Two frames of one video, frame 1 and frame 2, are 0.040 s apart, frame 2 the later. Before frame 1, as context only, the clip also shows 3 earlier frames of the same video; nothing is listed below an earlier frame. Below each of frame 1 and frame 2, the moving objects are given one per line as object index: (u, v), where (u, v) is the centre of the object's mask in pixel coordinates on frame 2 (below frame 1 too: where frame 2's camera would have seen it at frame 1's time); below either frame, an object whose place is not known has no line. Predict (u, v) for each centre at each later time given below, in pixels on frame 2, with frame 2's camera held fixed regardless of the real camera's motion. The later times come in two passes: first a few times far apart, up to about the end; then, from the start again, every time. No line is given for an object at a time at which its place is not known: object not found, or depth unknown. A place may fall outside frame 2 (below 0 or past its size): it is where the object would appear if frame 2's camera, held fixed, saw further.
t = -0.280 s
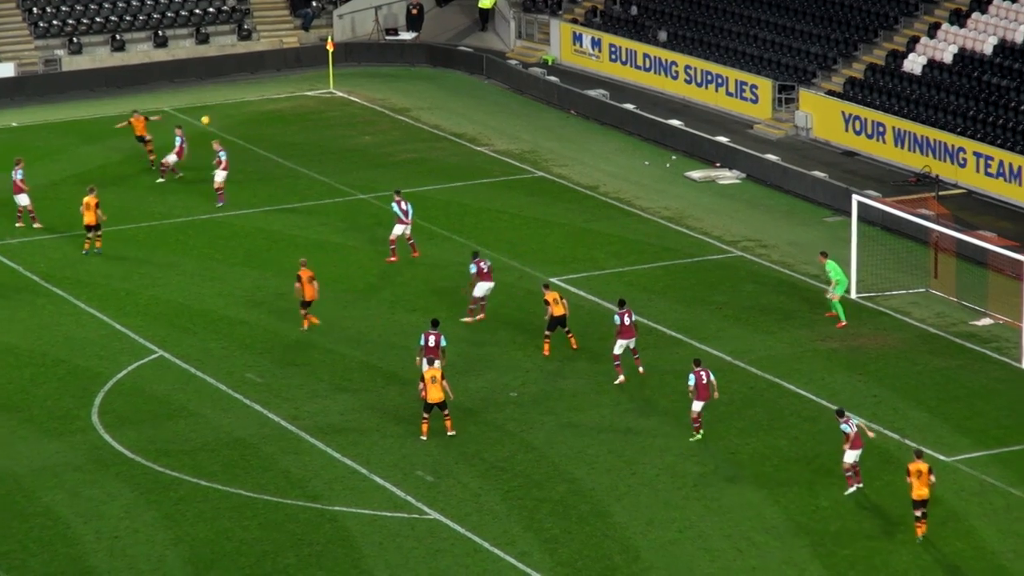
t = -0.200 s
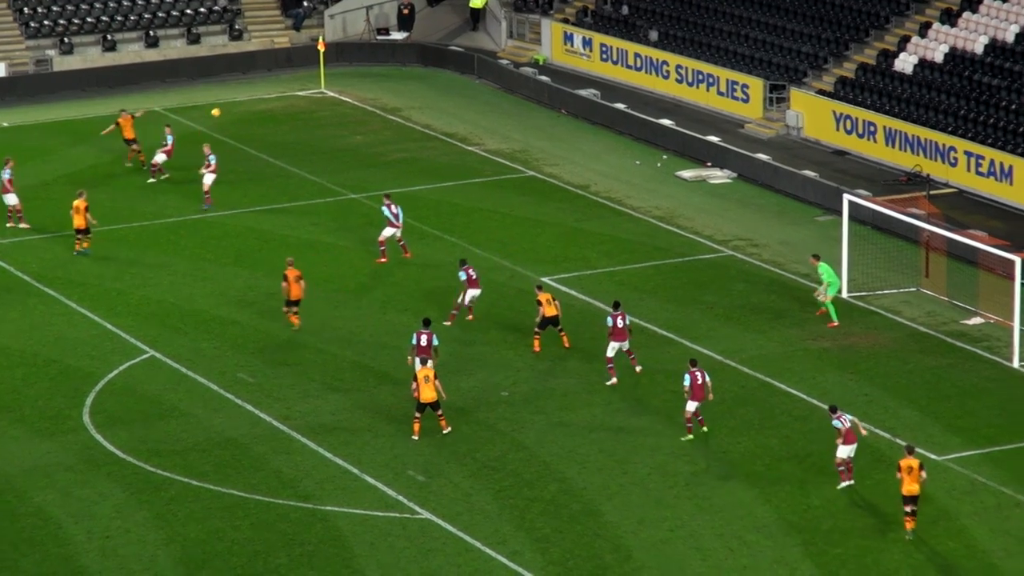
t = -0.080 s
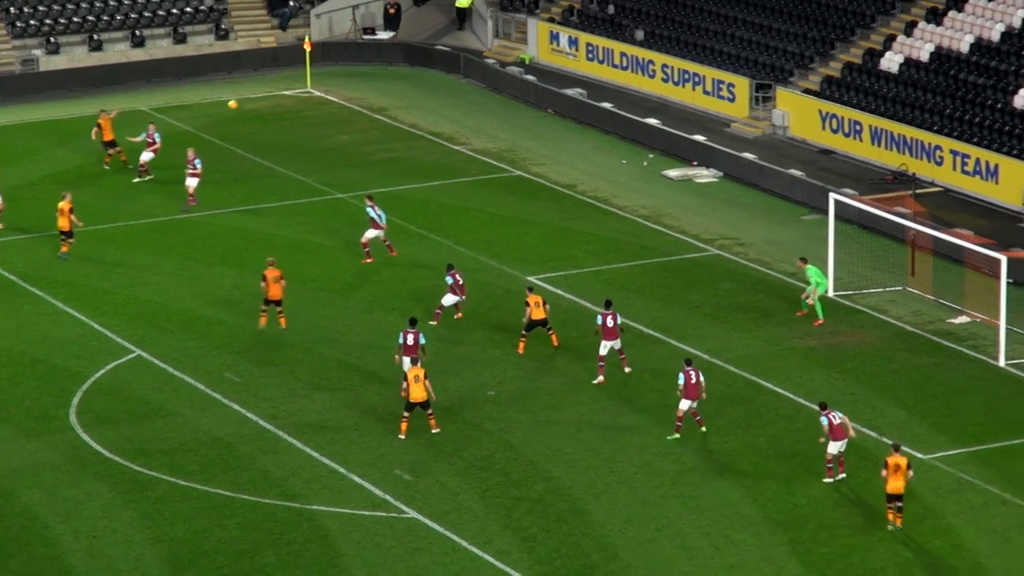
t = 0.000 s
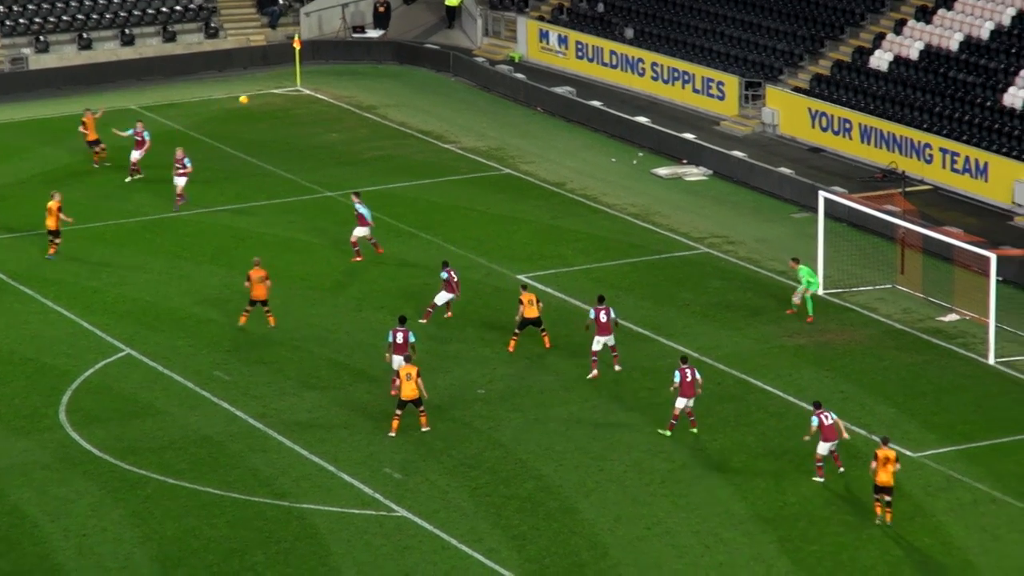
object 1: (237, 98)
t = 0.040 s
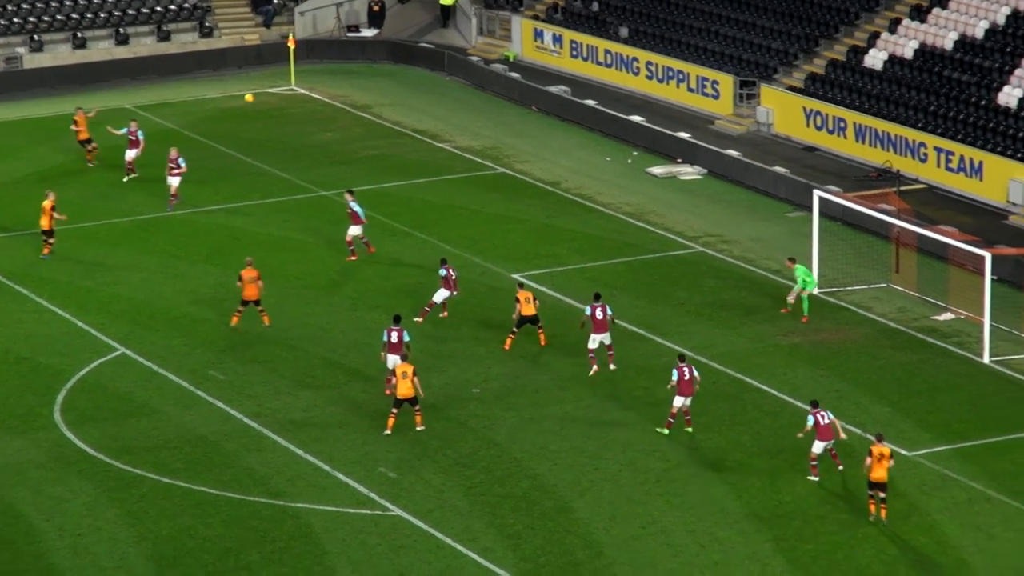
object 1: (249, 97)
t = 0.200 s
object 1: (295, 99)
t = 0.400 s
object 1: (356, 112)
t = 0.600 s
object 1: (420, 138)
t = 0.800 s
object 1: (487, 177)
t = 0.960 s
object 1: (543, 218)
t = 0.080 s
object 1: (260, 97)
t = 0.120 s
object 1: (271, 97)
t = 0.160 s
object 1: (283, 98)
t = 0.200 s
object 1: (295, 99)
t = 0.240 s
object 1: (307, 101)
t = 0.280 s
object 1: (319, 103)
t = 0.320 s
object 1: (331, 105)
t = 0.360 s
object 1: (343, 109)
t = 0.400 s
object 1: (356, 112)
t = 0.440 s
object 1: (368, 117)
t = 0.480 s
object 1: (382, 121)
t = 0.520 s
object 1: (394, 126)
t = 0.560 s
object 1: (407, 132)
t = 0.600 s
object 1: (420, 138)
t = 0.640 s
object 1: (434, 145)
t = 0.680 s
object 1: (447, 152)
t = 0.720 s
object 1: (460, 160)
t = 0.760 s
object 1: (473, 168)
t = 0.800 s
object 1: (487, 177)
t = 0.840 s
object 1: (501, 187)
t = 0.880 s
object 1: (515, 197)
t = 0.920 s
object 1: (528, 207)
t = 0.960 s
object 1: (543, 218)
